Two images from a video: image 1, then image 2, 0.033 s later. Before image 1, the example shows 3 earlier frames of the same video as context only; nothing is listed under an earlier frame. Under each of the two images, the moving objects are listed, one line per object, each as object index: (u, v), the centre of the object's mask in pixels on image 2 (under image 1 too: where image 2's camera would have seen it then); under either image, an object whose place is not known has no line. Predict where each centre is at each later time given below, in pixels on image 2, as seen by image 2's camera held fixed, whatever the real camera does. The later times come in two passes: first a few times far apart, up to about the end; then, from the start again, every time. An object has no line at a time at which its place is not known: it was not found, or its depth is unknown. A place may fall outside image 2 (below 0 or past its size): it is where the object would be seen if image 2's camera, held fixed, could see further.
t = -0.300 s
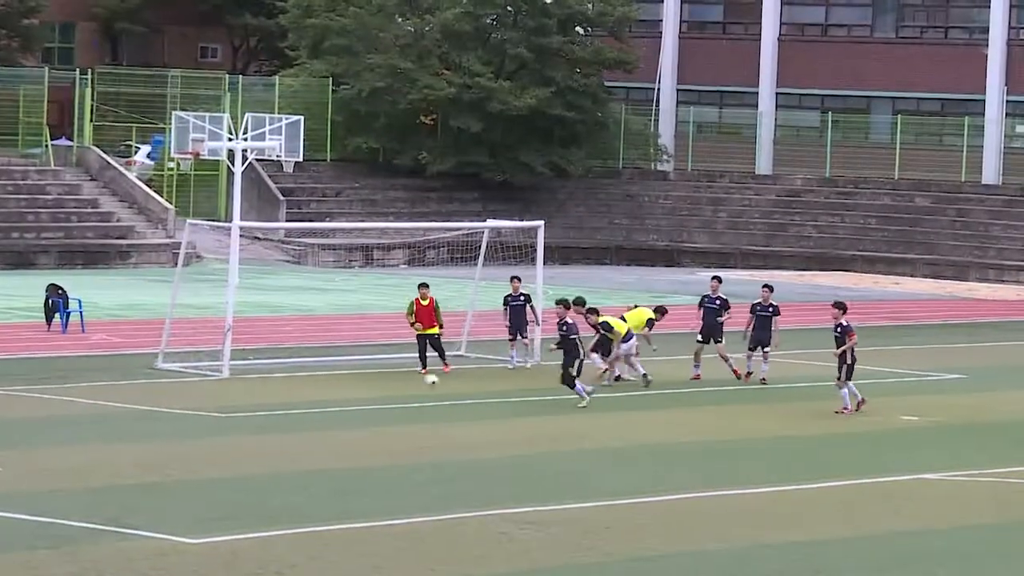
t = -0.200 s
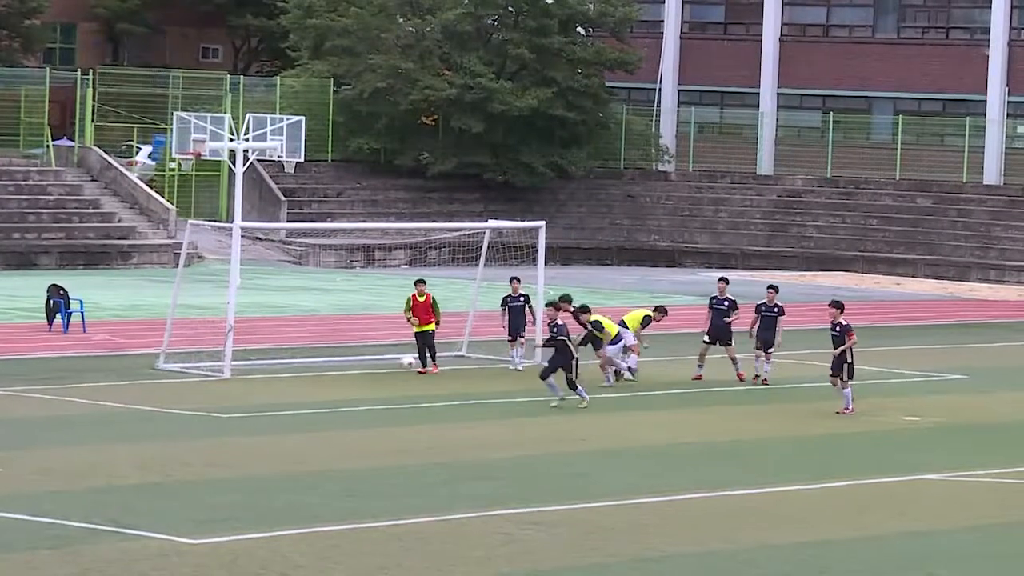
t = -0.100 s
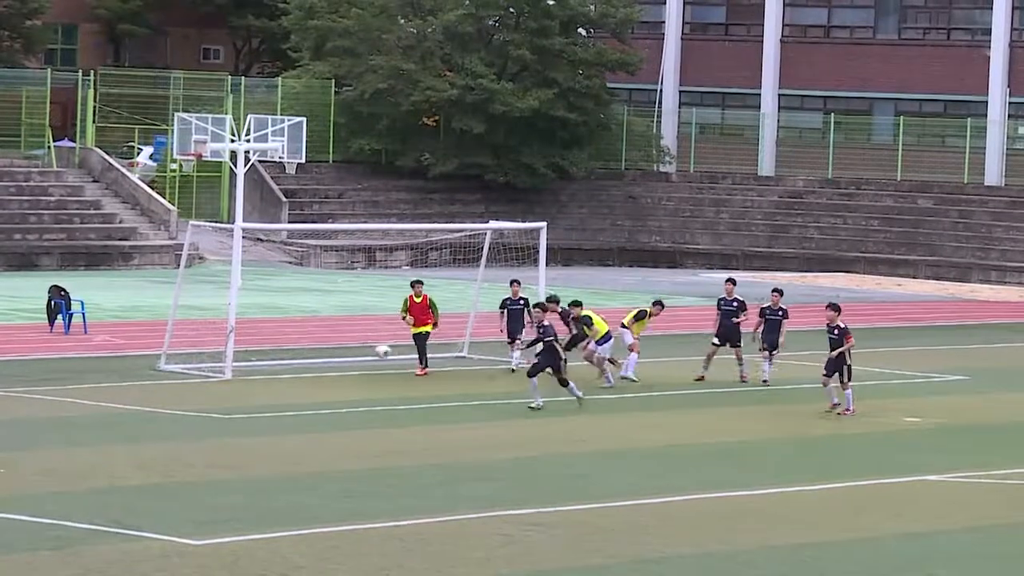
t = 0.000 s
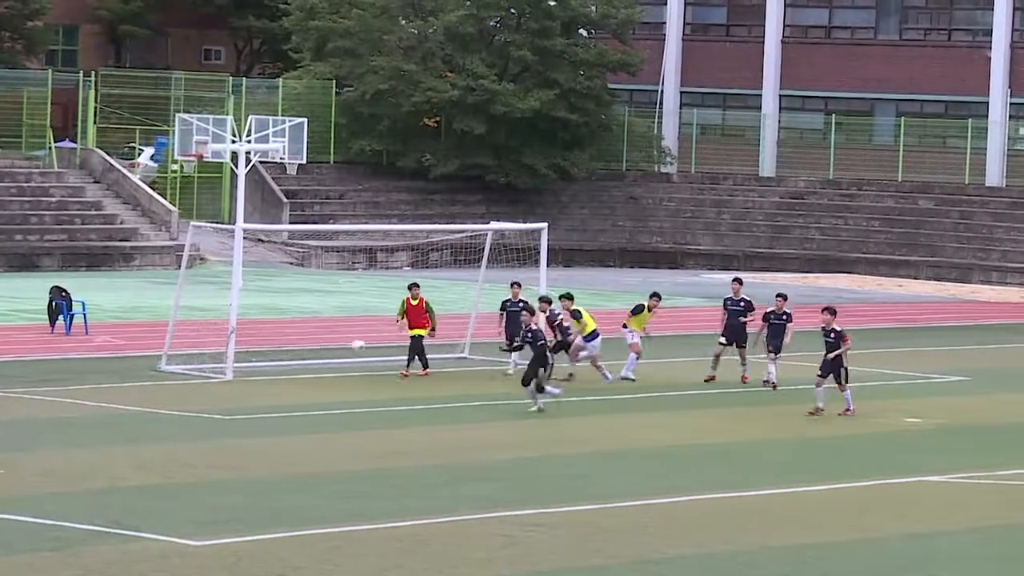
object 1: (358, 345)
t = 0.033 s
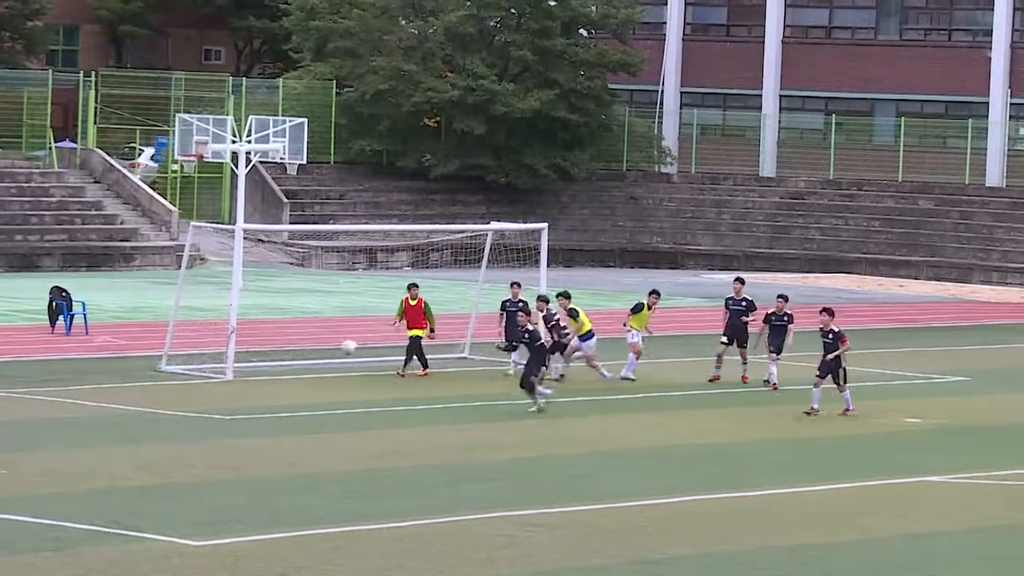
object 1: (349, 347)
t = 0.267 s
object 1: (286, 367)
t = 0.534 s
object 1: (214, 409)
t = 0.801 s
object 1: (143, 391)
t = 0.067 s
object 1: (341, 347)
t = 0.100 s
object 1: (331, 348)
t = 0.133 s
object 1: (322, 351)
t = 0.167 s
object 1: (314, 354)
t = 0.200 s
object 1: (304, 356)
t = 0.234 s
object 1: (296, 362)
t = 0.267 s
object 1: (286, 367)
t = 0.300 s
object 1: (278, 373)
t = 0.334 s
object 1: (268, 381)
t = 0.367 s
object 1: (259, 389)
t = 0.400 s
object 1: (250, 398)
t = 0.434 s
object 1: (241, 405)
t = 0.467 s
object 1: (232, 418)
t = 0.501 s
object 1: (223, 414)
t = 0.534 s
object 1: (214, 409)
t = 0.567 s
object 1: (206, 404)
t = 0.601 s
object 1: (196, 399)
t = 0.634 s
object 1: (187, 396)
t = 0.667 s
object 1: (178, 393)
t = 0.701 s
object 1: (170, 391)
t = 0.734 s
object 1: (160, 391)
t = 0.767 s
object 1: (151, 390)
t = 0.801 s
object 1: (143, 391)
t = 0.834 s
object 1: (133, 392)
